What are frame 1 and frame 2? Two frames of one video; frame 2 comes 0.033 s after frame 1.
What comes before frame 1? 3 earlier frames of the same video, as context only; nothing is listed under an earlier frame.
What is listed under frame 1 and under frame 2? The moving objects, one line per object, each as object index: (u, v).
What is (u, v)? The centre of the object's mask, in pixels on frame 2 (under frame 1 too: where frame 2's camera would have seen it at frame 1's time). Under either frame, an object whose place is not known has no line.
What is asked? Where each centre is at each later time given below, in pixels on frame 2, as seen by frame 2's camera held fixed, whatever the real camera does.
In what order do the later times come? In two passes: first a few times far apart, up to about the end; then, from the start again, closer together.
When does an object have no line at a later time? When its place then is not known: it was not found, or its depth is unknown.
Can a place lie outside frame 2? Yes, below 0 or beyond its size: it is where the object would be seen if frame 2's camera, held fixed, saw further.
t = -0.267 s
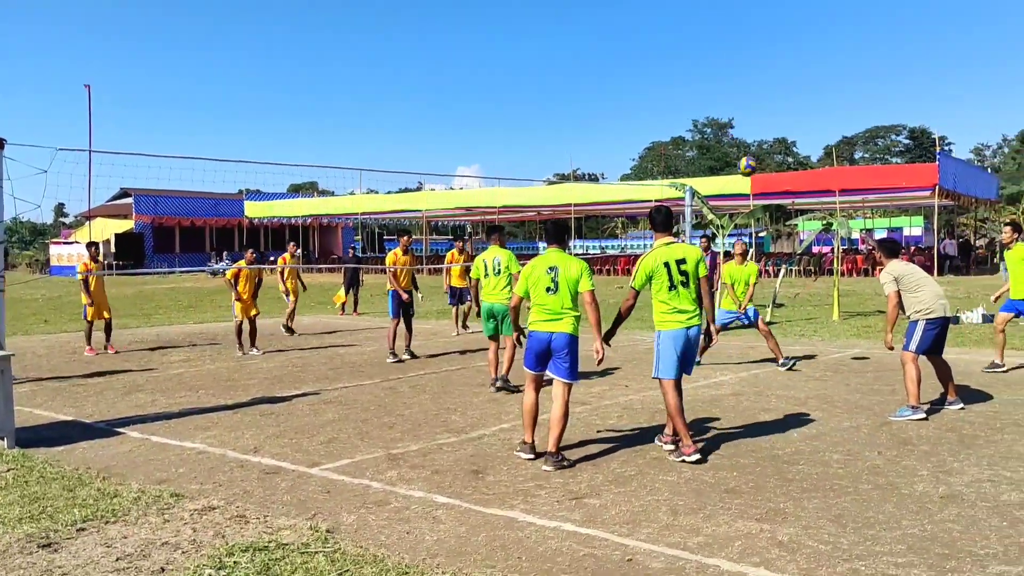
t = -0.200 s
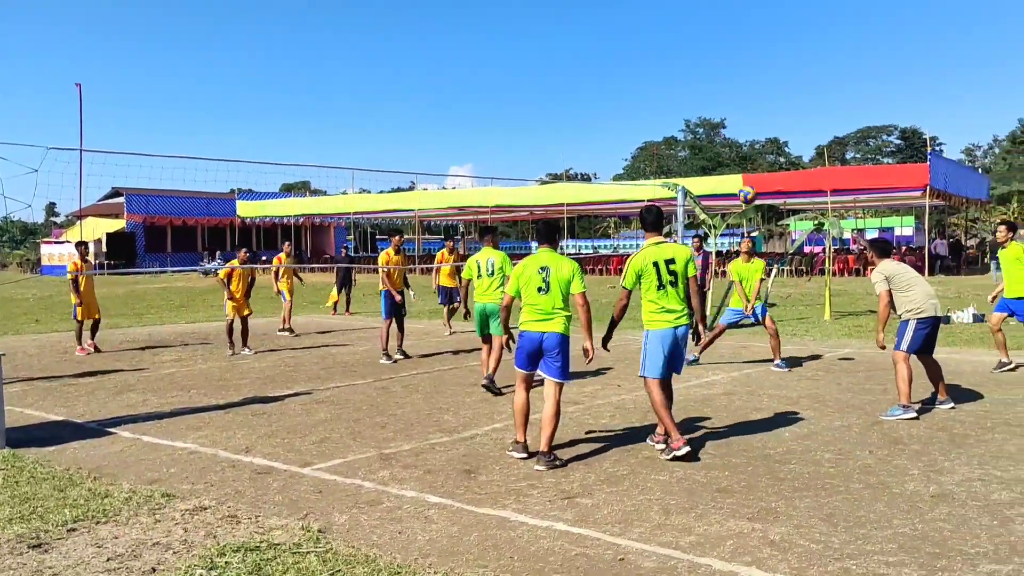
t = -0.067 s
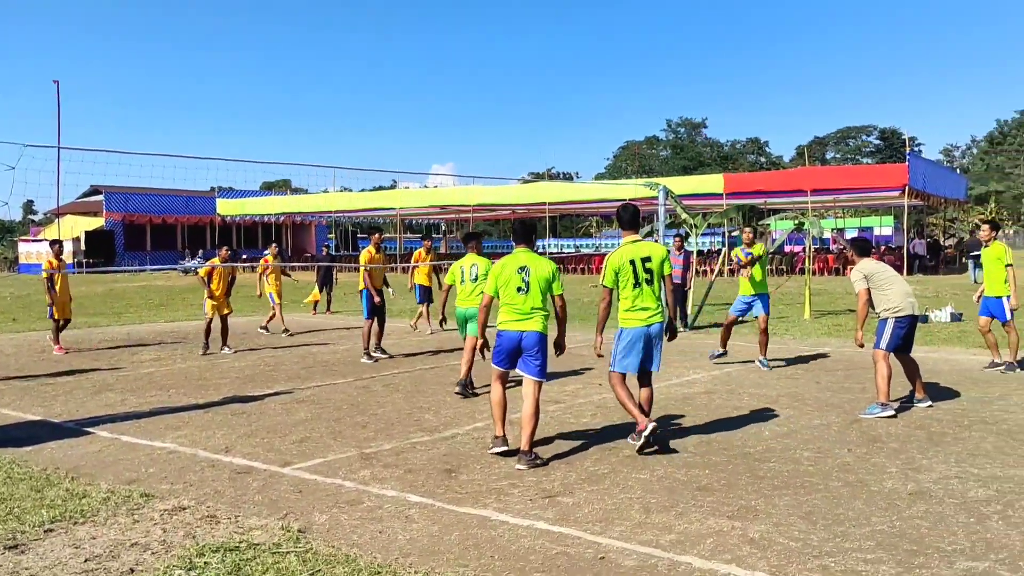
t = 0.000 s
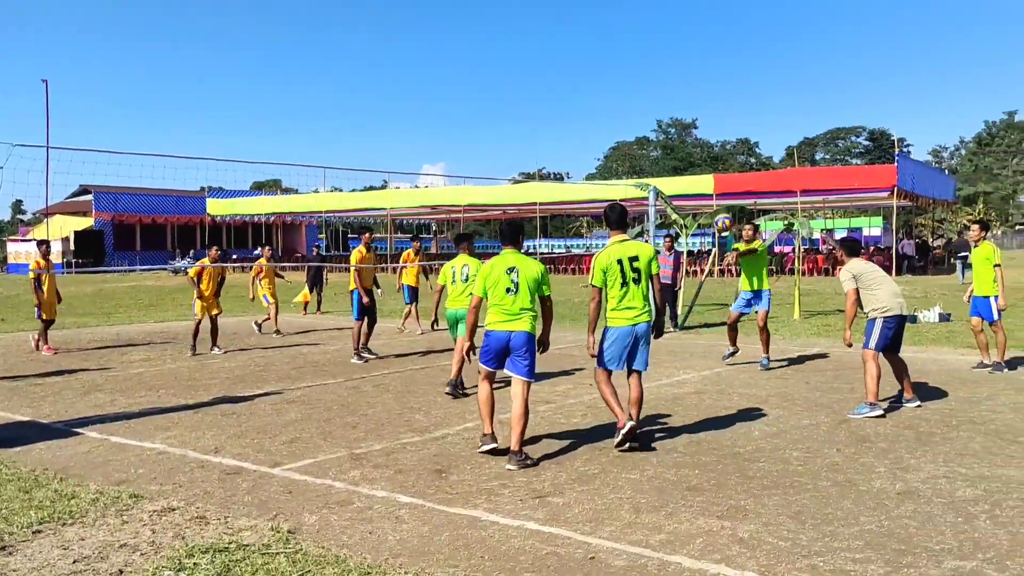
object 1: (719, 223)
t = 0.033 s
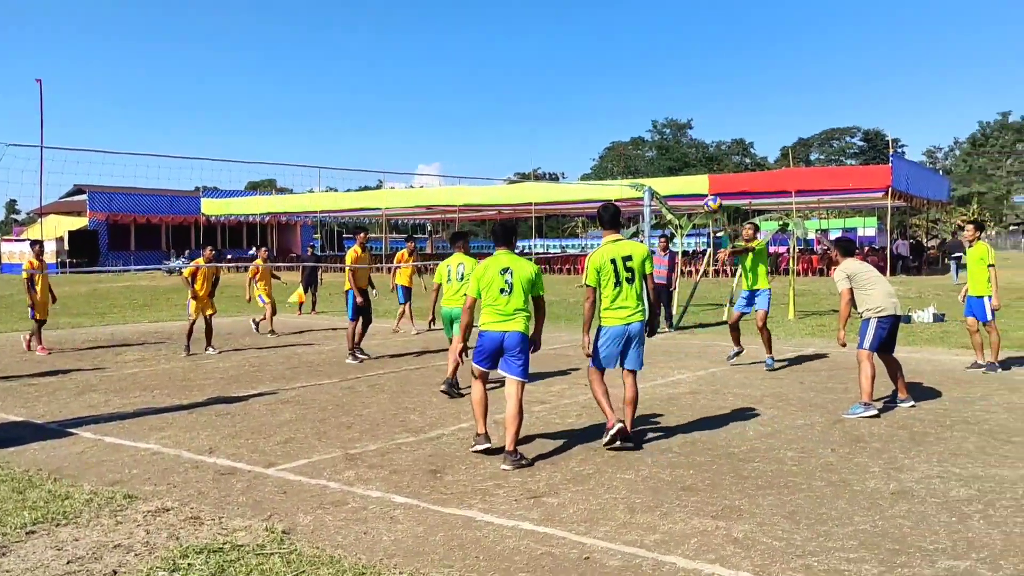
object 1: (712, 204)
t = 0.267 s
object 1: (666, 105)
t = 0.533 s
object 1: (614, 46)
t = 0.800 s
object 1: (560, 51)
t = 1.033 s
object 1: (512, 112)
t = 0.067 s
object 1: (705, 187)
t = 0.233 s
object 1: (672, 117)
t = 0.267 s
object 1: (666, 105)
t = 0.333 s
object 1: (654, 84)
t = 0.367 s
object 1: (647, 75)
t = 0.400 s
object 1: (641, 67)
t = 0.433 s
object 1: (634, 60)
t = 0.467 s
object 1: (628, 55)
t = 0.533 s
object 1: (614, 46)
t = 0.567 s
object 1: (608, 43)
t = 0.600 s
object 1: (602, 41)
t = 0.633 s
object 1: (595, 40)
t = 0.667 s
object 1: (588, 40)
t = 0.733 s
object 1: (574, 43)
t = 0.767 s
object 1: (567, 46)
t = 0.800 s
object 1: (560, 51)
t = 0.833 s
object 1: (553, 56)
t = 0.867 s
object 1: (546, 63)
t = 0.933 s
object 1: (533, 79)
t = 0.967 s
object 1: (526, 89)
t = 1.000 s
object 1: (519, 100)
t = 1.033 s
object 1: (512, 112)
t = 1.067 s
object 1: (504, 124)
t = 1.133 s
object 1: (490, 154)
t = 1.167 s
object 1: (483, 170)
